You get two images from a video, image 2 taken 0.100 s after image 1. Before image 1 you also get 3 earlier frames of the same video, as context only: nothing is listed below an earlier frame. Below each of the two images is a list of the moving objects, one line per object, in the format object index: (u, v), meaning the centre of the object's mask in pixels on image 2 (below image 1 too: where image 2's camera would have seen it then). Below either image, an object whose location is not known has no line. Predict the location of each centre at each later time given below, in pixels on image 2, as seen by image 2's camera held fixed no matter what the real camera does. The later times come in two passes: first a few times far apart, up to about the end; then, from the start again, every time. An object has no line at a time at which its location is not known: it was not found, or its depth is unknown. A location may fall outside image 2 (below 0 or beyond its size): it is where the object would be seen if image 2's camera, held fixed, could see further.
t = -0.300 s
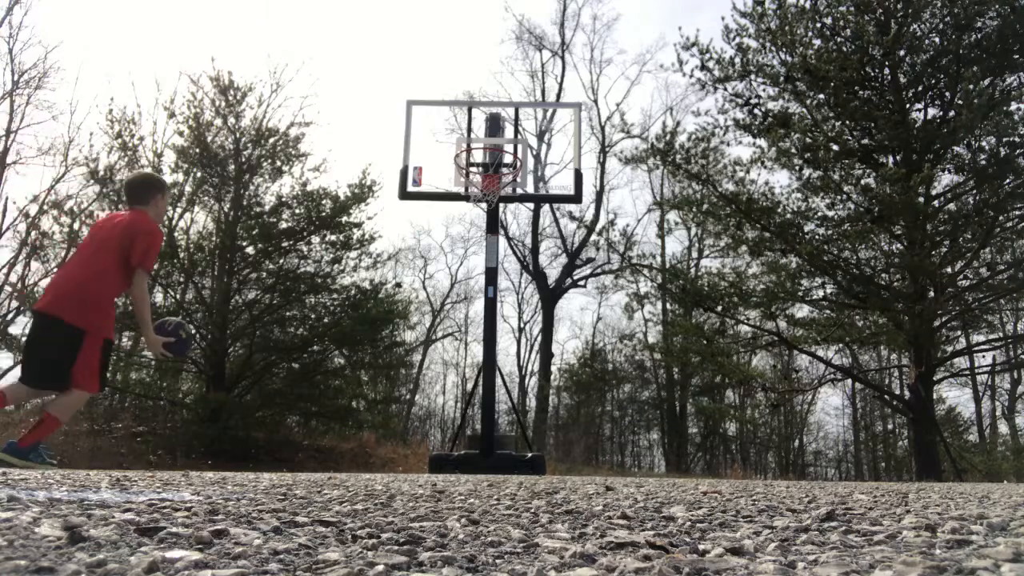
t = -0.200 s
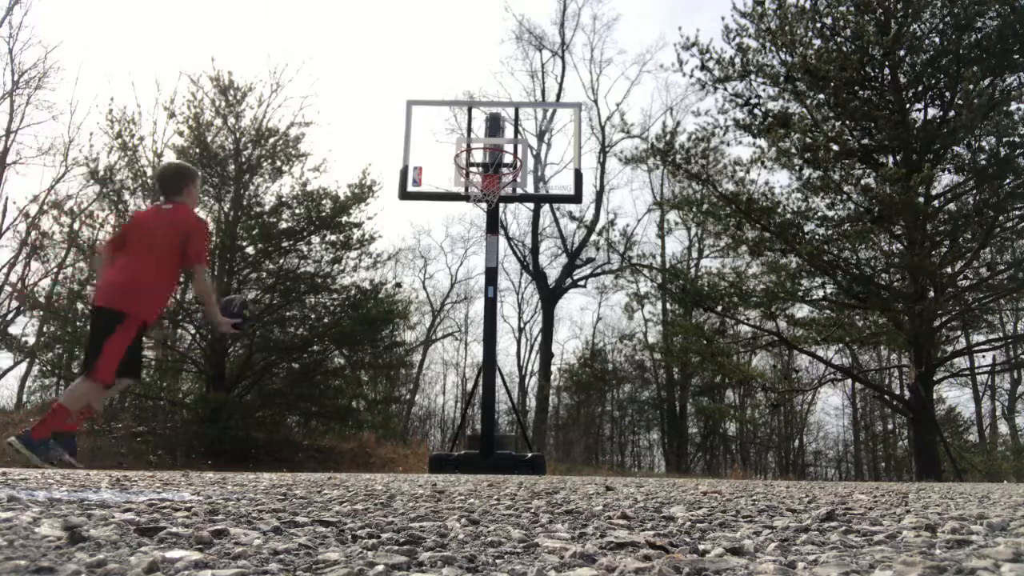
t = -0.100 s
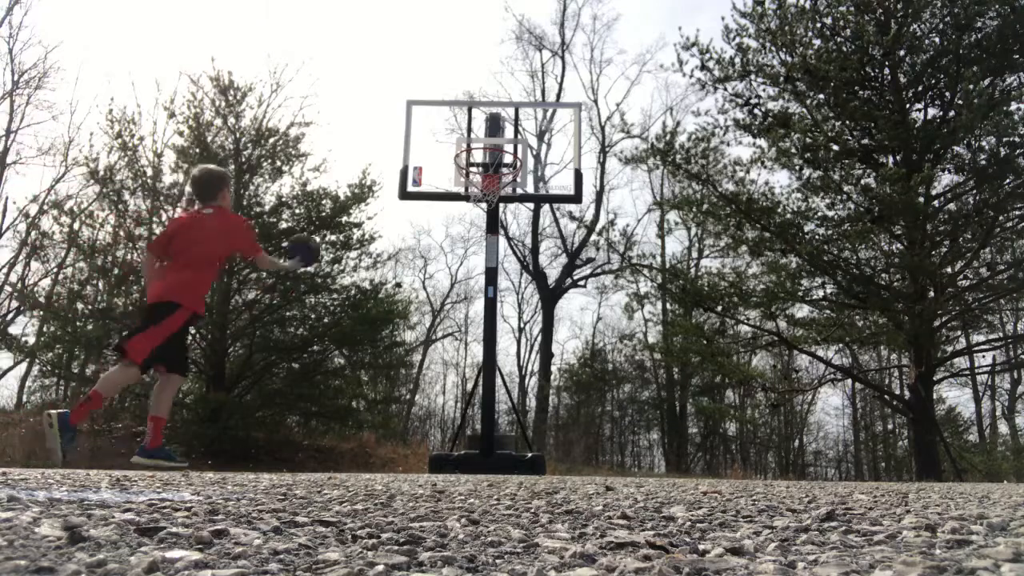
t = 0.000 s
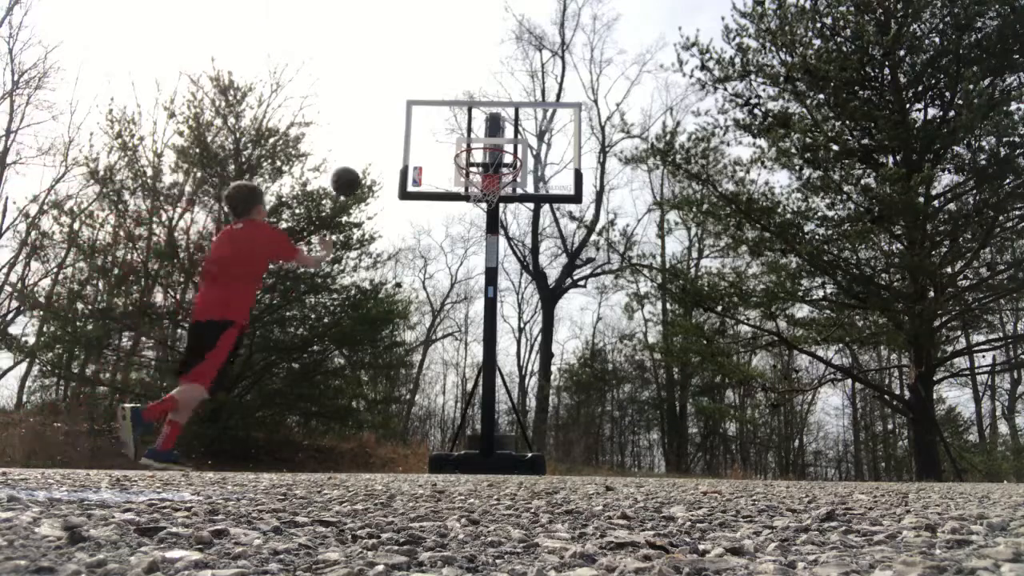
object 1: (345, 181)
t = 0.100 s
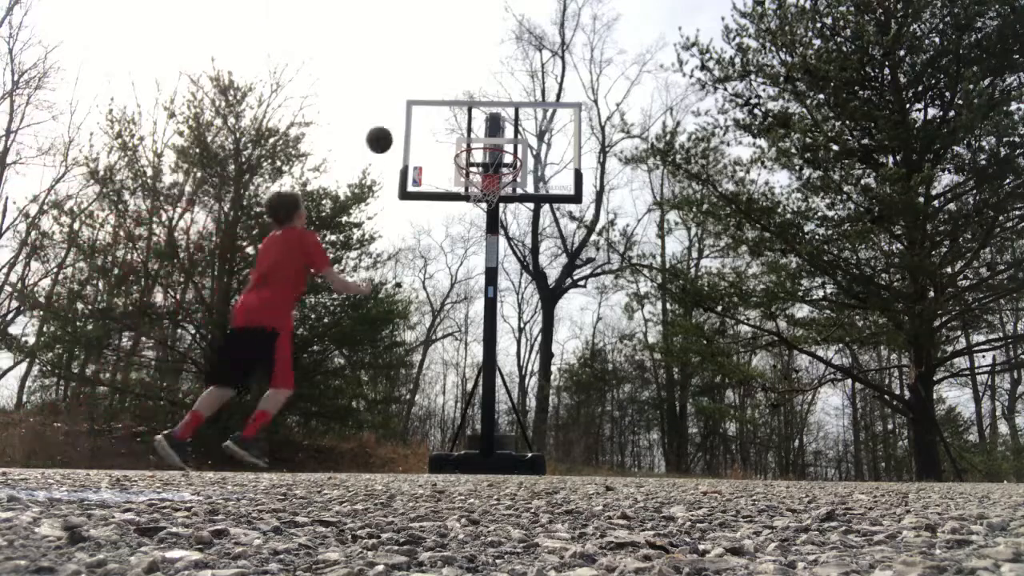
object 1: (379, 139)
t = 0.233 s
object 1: (415, 115)
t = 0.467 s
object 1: (443, 86)
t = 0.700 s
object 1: (456, 89)
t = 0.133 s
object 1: (389, 130)
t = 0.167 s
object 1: (398, 123)
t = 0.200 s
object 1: (407, 118)
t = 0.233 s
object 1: (415, 115)
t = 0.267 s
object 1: (422, 113)
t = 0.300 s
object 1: (430, 112)
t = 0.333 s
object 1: (436, 112)
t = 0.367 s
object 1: (438, 104)
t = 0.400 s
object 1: (440, 96)
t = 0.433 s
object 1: (442, 90)
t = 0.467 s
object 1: (443, 86)
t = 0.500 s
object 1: (445, 82)
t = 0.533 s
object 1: (446, 80)
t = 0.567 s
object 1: (448, 79)
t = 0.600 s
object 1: (450, 79)
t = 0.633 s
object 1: (452, 81)
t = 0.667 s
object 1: (453, 84)
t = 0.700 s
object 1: (456, 89)
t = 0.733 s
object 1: (458, 95)
